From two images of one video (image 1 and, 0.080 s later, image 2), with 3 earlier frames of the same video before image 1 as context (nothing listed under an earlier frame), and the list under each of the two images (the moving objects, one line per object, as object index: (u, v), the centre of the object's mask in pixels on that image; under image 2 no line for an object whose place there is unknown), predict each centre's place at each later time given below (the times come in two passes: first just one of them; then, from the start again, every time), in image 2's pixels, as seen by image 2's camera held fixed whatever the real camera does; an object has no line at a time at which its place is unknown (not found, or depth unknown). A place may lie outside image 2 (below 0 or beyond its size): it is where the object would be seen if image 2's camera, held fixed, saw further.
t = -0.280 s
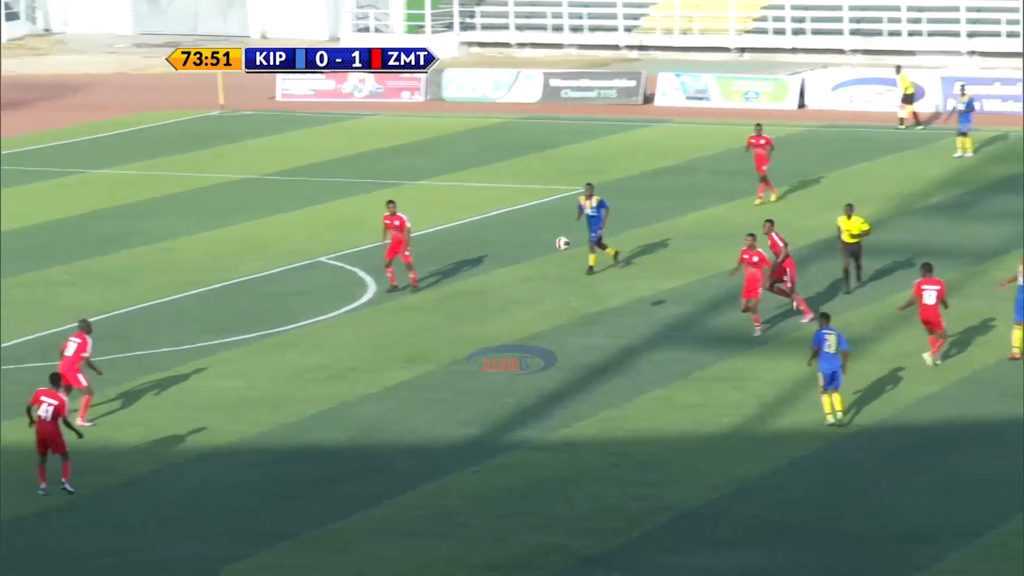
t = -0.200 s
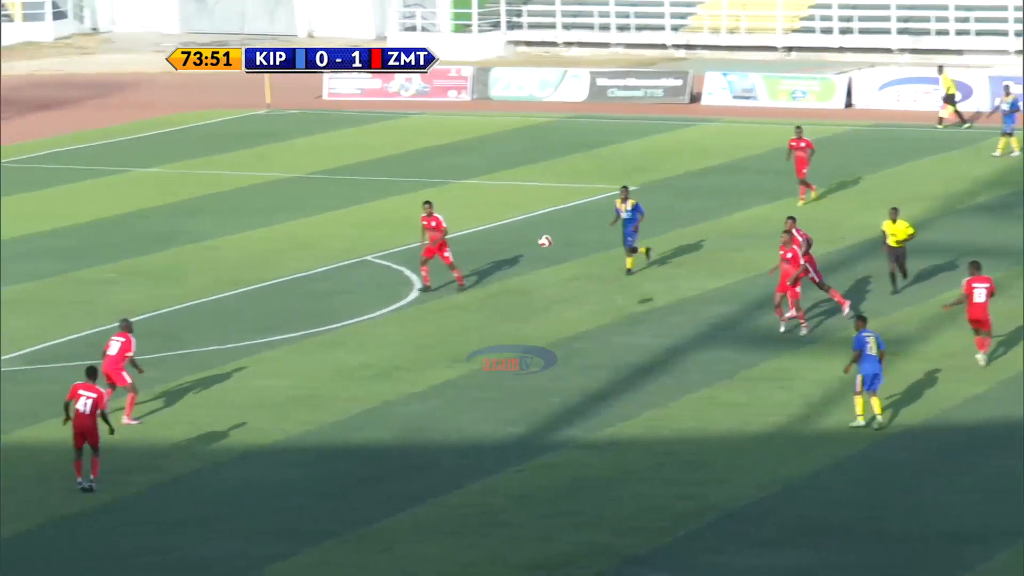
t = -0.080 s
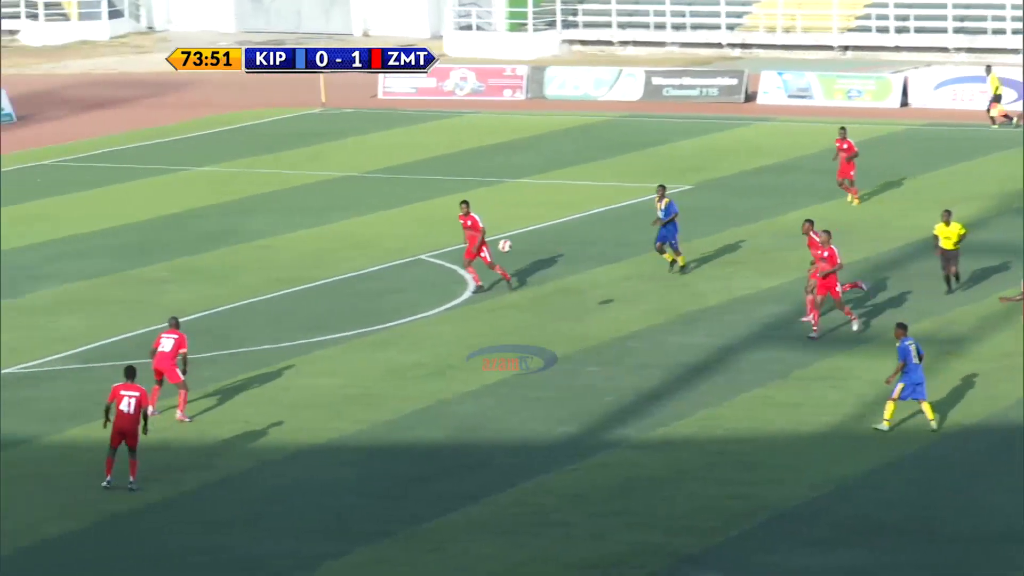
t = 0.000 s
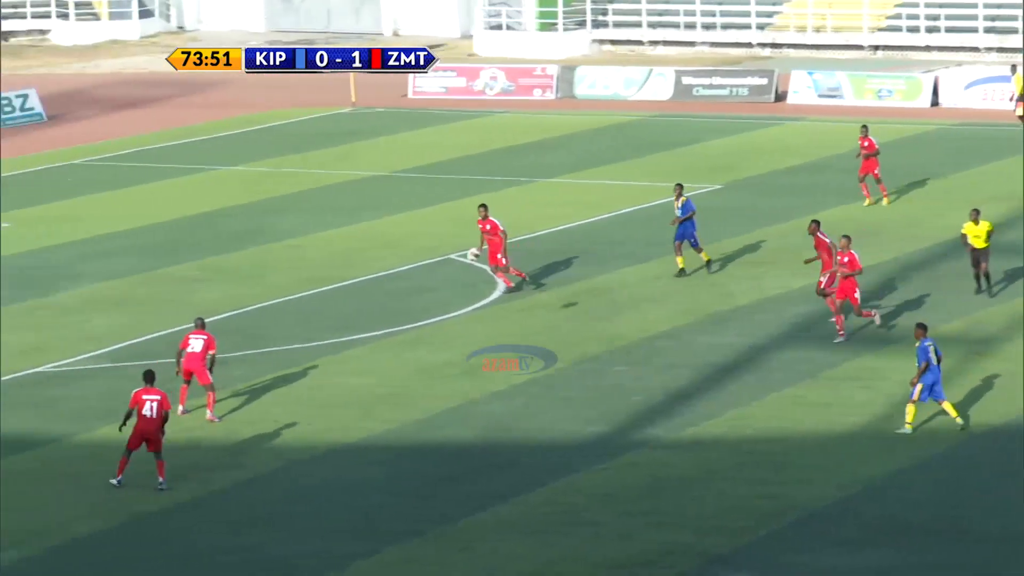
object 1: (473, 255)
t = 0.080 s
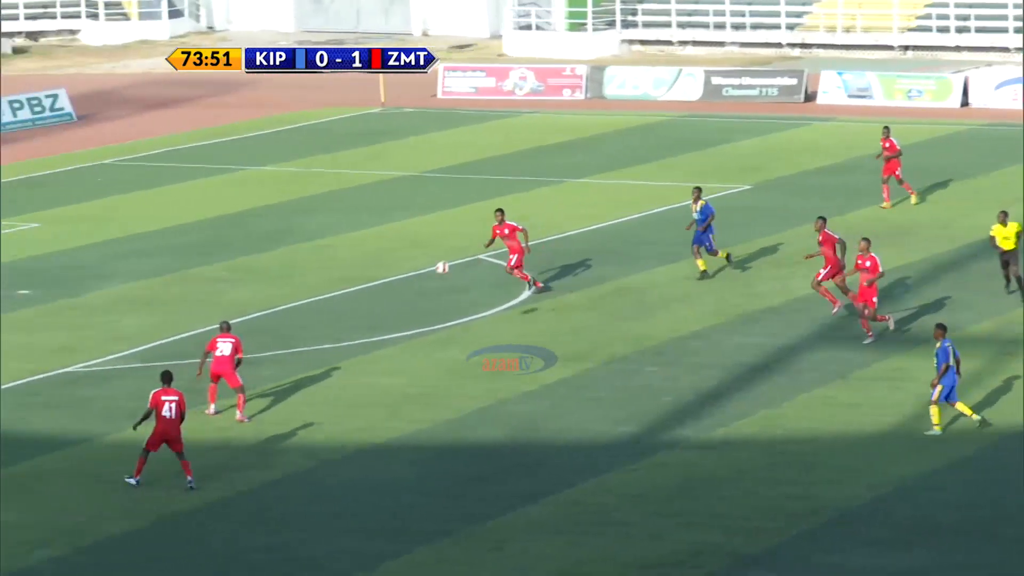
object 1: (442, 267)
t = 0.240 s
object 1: (326, 308)
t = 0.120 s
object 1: (413, 276)
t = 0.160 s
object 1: (384, 285)
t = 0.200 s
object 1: (355, 297)
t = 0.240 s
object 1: (326, 308)
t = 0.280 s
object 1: (297, 321)
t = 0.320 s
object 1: (267, 335)
